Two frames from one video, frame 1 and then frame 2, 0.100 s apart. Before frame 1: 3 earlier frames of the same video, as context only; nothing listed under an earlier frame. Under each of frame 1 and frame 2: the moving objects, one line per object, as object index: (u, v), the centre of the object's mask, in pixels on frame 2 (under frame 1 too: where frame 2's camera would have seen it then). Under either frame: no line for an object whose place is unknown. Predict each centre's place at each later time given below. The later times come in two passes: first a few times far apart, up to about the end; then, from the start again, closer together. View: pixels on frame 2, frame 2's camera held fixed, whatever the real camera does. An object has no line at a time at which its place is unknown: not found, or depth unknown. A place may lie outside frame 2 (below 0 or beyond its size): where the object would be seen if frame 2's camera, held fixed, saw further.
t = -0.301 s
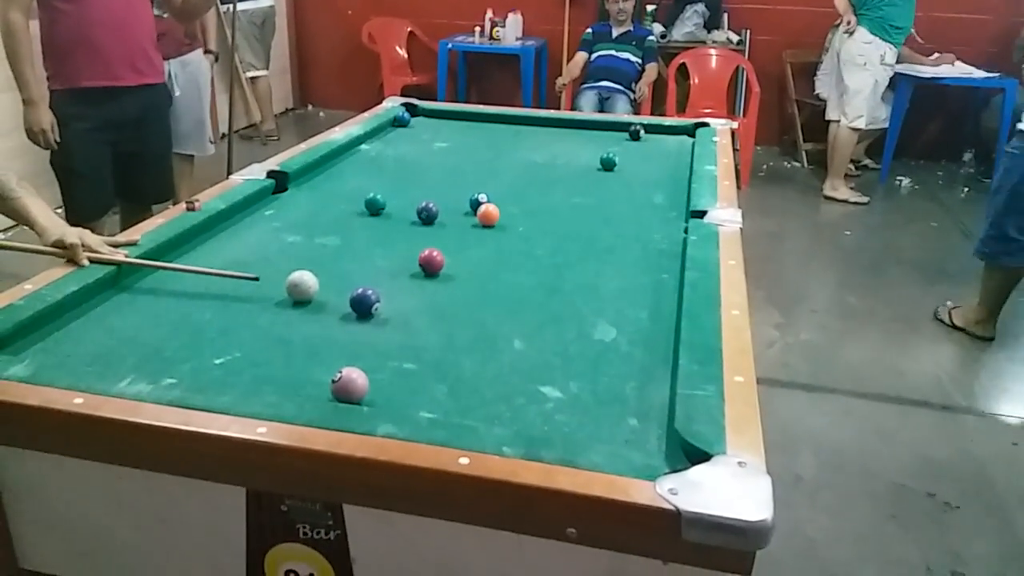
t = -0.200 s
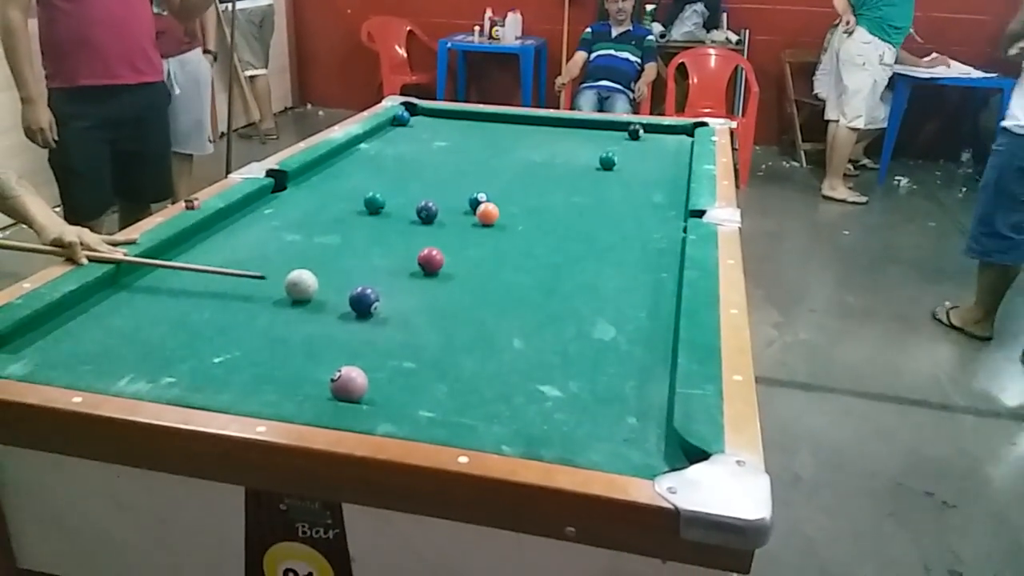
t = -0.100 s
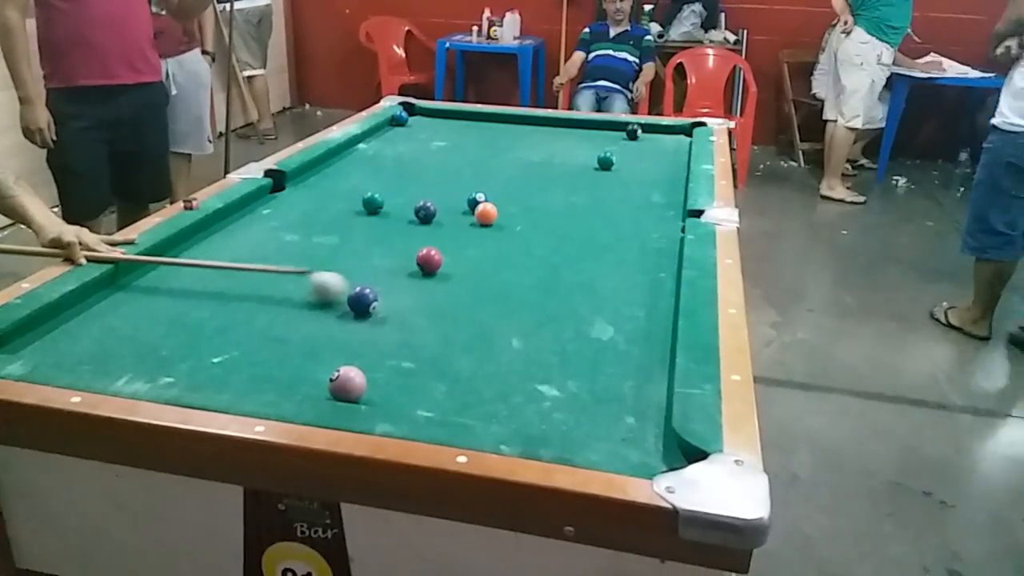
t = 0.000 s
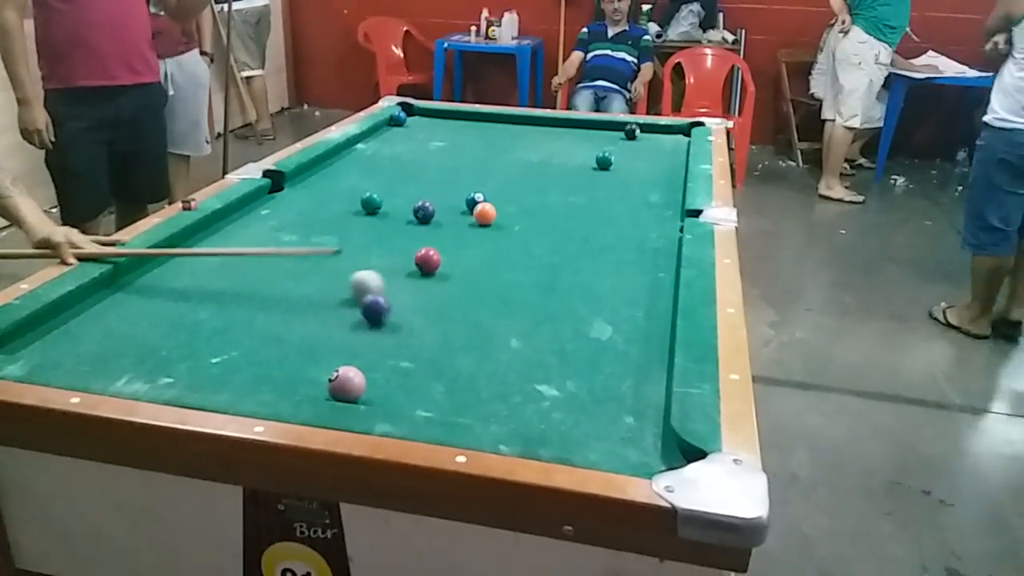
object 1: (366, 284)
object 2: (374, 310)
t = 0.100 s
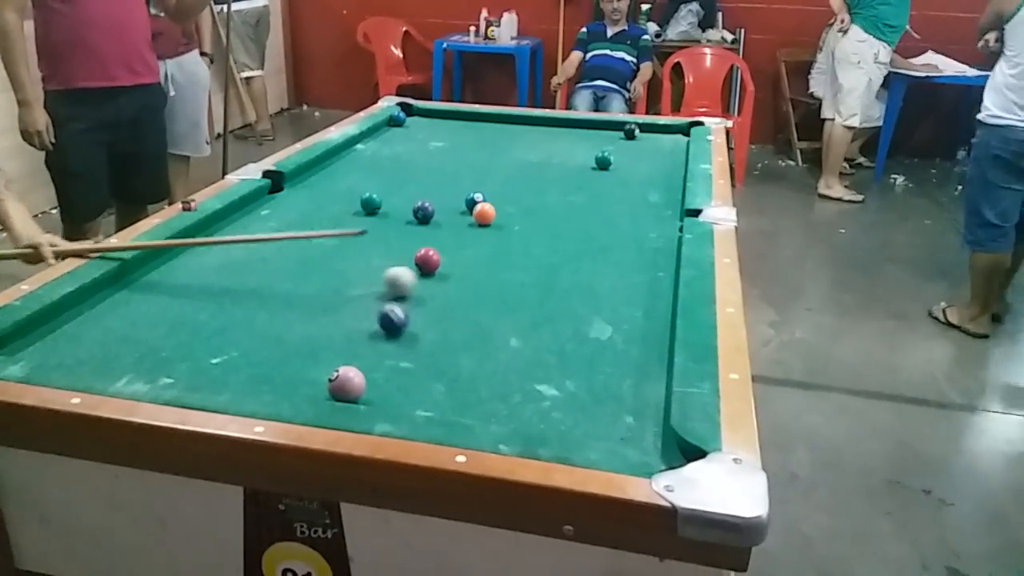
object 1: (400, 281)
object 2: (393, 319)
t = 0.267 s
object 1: (452, 275)
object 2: (424, 337)
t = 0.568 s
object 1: (539, 264)
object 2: (482, 369)
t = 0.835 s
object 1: (607, 256)
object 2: (539, 402)
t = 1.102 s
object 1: (665, 248)
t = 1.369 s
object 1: (629, 233)
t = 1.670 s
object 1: (594, 219)
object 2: (605, 428)
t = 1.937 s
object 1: (568, 208)
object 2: (572, 424)
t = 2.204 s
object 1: (545, 199)
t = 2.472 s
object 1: (526, 191)
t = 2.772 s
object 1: (506, 183)
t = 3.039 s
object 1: (492, 176)
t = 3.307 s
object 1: (479, 171)
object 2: (499, 413)
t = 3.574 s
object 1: (468, 166)
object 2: (498, 412)
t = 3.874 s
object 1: (458, 162)
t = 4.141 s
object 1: (449, 158)
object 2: (498, 412)
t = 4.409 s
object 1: (443, 155)
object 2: (499, 412)
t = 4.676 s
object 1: (437, 153)
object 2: (498, 412)
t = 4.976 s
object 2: (498, 412)
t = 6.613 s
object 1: (425, 148)
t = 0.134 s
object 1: (410, 280)
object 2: (398, 324)
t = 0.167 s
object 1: (421, 279)
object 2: (405, 327)
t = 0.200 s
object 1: (432, 277)
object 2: (411, 330)
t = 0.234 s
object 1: (442, 276)
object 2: (418, 333)
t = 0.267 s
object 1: (452, 275)
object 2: (424, 337)
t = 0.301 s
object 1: (463, 273)
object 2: (429, 341)
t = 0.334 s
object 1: (473, 272)
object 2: (435, 344)
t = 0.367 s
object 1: (482, 271)
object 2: (442, 347)
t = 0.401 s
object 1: (492, 270)
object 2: (448, 351)
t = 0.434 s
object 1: (502, 269)
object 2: (455, 355)
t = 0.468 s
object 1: (511, 268)
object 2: (461, 359)
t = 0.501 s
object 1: (520, 266)
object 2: (468, 363)
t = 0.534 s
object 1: (530, 265)
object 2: (475, 366)
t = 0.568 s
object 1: (539, 264)
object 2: (482, 369)
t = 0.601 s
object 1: (548, 263)
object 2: (490, 373)
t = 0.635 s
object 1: (556, 262)
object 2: (497, 378)
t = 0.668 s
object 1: (565, 261)
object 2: (502, 382)
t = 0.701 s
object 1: (574, 260)
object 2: (510, 386)
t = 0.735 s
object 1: (582, 259)
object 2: (517, 389)
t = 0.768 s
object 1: (591, 258)
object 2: (524, 393)
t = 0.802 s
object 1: (599, 257)
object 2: (532, 397)
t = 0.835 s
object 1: (607, 256)
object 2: (539, 402)
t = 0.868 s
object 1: (615, 255)
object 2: (546, 406)
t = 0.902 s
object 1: (623, 254)
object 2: (554, 409)
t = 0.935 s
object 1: (631, 253)
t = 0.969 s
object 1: (639, 252)
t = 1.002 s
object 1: (647, 251)
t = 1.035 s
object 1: (654, 250)
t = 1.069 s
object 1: (662, 249)
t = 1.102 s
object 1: (665, 248)
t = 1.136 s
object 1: (661, 246)
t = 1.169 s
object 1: (656, 244)
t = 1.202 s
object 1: (651, 242)
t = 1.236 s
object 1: (647, 241)
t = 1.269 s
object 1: (642, 239)
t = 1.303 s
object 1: (638, 237)
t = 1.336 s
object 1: (633, 235)
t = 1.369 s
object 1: (629, 233)
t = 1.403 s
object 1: (625, 232)
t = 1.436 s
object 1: (621, 230)
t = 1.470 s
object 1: (617, 229)
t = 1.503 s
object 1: (613, 227)
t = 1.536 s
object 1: (609, 226)
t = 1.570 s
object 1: (605, 224)
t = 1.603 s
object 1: (601, 223)
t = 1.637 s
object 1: (598, 221)
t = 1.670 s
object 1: (594, 219)
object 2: (605, 428)
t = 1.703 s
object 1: (591, 218)
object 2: (600, 427)
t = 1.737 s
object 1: (587, 217)
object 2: (596, 427)
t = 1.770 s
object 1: (584, 215)
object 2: (592, 426)
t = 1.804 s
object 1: (581, 214)
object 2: (588, 426)
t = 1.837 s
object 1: (578, 212)
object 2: (584, 425)
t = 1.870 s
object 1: (574, 211)
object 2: (580, 425)
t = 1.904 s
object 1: (571, 210)
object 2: (576, 425)
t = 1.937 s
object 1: (568, 208)
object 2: (572, 424)
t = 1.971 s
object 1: (565, 207)
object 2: (569, 424)
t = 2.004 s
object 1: (562, 206)
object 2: (565, 424)
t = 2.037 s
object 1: (559, 205)
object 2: (562, 423)
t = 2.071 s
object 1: (556, 204)
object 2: (558, 422)
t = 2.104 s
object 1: (553, 202)
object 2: (556, 422)
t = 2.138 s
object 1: (551, 201)
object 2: (552, 422)
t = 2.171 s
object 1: (548, 200)
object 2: (549, 421)
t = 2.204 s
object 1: (545, 199)
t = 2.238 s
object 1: (543, 198)
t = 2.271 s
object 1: (540, 197)
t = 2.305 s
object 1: (538, 196)
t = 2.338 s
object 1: (535, 195)
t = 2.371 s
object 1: (533, 194)
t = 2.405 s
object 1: (530, 193)
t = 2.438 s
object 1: (528, 192)
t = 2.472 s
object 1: (526, 191)
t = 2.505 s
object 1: (523, 190)
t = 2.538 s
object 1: (521, 189)
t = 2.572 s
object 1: (519, 188)
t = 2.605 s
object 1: (517, 187)
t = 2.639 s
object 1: (515, 186)
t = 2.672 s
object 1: (513, 185)
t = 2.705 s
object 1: (511, 184)
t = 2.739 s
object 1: (509, 183)
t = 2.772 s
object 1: (506, 183)
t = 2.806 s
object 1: (504, 182)
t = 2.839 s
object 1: (503, 181)
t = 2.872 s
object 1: (501, 180)
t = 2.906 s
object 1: (499, 179)
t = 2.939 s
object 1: (498, 178)
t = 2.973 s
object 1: (496, 178)
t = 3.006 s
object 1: (494, 177)
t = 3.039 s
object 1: (492, 176)
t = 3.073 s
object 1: (490, 176)
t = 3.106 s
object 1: (489, 175)
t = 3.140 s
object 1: (487, 174)
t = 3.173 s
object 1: (485, 174)
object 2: (500, 413)
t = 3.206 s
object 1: (484, 173)
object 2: (499, 413)
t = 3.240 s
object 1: (482, 172)
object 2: (499, 413)
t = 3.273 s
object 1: (480, 172)
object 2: (499, 413)
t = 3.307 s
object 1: (479, 171)
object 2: (499, 413)
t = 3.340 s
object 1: (477, 171)
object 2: (498, 413)
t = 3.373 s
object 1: (476, 170)
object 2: (498, 412)
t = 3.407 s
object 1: (475, 169)
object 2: (498, 412)
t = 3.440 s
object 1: (474, 168)
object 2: (498, 412)
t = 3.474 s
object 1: (472, 168)
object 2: (498, 412)
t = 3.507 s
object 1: (471, 167)
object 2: (498, 412)
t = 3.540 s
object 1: (469, 167)
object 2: (499, 412)
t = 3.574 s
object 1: (468, 166)
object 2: (498, 412)
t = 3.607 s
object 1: (467, 165)
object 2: (499, 412)
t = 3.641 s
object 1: (465, 165)
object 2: (499, 412)
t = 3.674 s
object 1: (464, 165)
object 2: (499, 412)
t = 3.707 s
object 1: (463, 164)
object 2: (499, 412)
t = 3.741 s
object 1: (462, 164)
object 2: (498, 412)
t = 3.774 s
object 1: (461, 163)
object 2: (499, 412)
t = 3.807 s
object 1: (460, 162)
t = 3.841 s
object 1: (458, 162)
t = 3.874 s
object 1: (458, 162)
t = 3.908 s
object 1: (456, 161)
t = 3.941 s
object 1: (455, 161)
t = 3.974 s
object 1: (454, 160)
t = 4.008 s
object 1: (453, 160)
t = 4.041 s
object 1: (452, 159)
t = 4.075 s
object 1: (451, 159)
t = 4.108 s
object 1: (450, 159)
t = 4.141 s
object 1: (449, 158)
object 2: (498, 412)
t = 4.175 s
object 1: (448, 158)
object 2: (498, 412)
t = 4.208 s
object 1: (447, 157)
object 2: (498, 412)
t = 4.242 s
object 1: (446, 157)
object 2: (498, 412)
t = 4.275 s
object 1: (445, 156)
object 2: (498, 412)
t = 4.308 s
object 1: (445, 156)
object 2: (498, 412)
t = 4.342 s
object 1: (444, 156)
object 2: (498, 412)
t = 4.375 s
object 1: (444, 156)
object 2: (498, 412)
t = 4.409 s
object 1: (443, 155)
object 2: (499, 412)
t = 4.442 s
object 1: (442, 155)
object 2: (499, 412)
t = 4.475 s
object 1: (441, 155)
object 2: (499, 412)
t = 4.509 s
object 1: (440, 154)
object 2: (499, 412)
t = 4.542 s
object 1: (440, 154)
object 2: (498, 412)
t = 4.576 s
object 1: (439, 154)
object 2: (499, 412)
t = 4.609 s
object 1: (439, 153)
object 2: (499, 412)
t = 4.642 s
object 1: (438, 153)
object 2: (498, 412)
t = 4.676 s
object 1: (437, 153)
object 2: (498, 412)
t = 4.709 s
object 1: (437, 153)
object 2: (499, 412)
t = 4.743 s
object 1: (436, 152)
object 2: (498, 412)
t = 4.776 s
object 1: (436, 152)
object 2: (498, 412)
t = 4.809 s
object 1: (435, 152)
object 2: (498, 412)
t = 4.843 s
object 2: (498, 412)
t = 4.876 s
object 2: (498, 412)
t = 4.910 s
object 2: (498, 412)
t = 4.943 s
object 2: (498, 412)
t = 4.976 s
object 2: (498, 412)
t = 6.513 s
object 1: (426, 148)
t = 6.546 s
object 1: (426, 148)
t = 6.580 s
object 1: (425, 148)
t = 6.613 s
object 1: (425, 148)
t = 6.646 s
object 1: (425, 148)
